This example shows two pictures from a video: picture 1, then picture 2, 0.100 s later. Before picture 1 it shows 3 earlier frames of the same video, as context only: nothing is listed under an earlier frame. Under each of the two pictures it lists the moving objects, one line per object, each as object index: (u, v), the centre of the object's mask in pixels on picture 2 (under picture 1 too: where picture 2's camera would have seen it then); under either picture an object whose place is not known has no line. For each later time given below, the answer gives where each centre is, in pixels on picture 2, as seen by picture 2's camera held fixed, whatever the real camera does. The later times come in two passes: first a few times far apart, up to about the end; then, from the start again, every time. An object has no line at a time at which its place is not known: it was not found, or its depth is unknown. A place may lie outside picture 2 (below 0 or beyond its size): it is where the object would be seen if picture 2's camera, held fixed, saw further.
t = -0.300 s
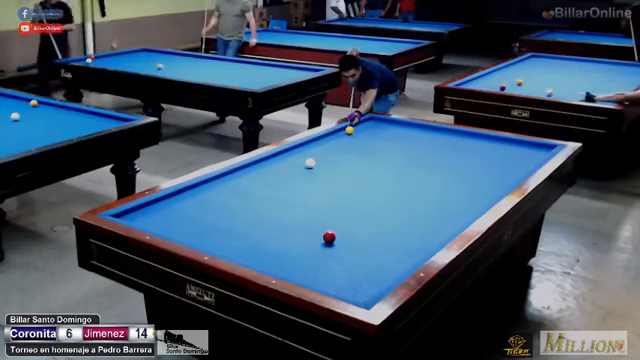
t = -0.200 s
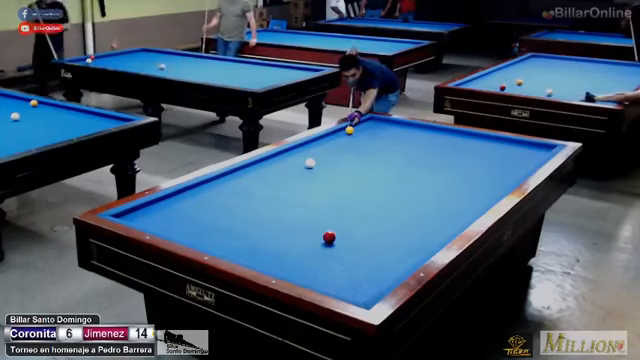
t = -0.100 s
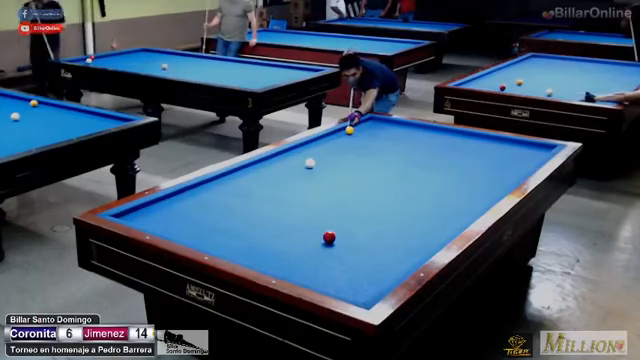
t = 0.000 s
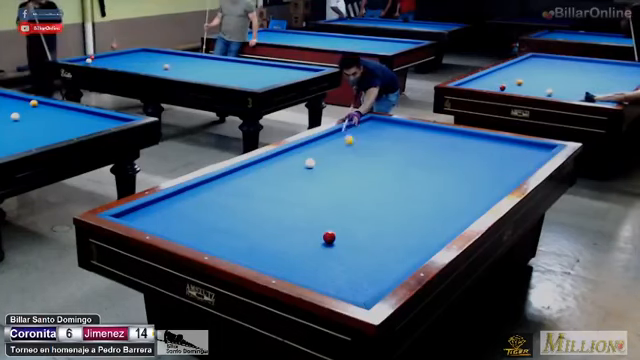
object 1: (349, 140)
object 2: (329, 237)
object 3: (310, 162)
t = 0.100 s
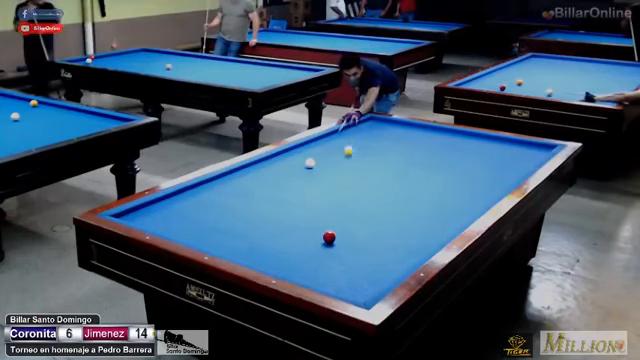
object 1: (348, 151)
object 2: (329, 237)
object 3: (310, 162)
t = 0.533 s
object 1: (341, 213)
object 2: (329, 237)
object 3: (310, 162)
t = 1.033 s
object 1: (311, 279)
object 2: (240, 255)
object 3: (310, 162)
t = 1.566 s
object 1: (262, 216)
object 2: (255, 230)
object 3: (310, 162)
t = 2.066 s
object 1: (233, 178)
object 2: (265, 210)
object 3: (310, 162)
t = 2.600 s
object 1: (299, 167)
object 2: (274, 193)
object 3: (310, 163)
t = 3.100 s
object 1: (365, 168)
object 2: (280, 179)
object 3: (312, 156)
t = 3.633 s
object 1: (434, 171)
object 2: (286, 167)
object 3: (314, 150)
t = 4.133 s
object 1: (497, 174)
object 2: (291, 158)
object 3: (316, 145)
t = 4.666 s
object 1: (499, 168)
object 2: (296, 149)
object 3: (318, 141)
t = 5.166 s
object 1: (480, 161)
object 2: (310, 144)
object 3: (322, 138)
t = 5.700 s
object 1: (462, 154)
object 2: (326, 142)
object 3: (330, 136)
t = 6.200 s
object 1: (449, 149)
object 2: (338, 139)
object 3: (335, 134)
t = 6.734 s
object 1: (436, 144)
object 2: (351, 137)
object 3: (339, 135)
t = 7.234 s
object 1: (425, 140)
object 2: (361, 135)
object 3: (342, 134)
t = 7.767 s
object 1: (416, 136)
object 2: (369, 133)
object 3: (344, 134)
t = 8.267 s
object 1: (410, 133)
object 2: (375, 132)
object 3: (344, 134)
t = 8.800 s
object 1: (404, 131)
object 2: (381, 131)
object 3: (344, 134)
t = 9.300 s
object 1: (400, 129)
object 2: (385, 131)
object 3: (344, 134)
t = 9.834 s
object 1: (397, 127)
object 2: (388, 130)
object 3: (344, 134)
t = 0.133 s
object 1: (348, 155)
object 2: (329, 237)
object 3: (310, 162)
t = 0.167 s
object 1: (347, 158)
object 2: (329, 237)
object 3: (310, 162)
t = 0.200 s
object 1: (347, 162)
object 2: (329, 237)
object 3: (310, 162)
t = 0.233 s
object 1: (346, 167)
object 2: (329, 237)
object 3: (310, 162)
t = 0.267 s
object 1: (346, 171)
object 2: (329, 237)
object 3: (310, 162)
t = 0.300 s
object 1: (345, 175)
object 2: (329, 237)
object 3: (310, 162)
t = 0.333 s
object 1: (345, 180)
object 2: (329, 237)
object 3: (310, 162)
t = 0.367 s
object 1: (344, 185)
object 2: (329, 237)
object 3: (310, 162)
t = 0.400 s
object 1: (344, 190)
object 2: (329, 237)
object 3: (310, 162)
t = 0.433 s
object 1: (343, 195)
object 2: (329, 237)
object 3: (310, 162)
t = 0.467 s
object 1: (343, 201)
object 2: (329, 237)
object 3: (310, 162)
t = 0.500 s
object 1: (342, 206)
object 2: (329, 237)
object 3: (310, 162)
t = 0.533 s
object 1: (341, 213)
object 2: (329, 237)
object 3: (310, 162)
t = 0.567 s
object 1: (341, 219)
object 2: (329, 237)
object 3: (310, 162)
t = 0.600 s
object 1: (341, 226)
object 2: (329, 237)
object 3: (310, 162)
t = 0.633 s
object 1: (341, 233)
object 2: (328, 238)
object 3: (310, 162)
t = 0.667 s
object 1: (346, 239)
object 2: (321, 239)
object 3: (310, 162)
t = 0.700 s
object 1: (355, 245)
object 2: (312, 241)
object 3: (310, 162)
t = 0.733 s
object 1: (364, 251)
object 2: (303, 243)
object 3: (310, 162)
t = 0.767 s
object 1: (371, 257)
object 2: (296, 245)
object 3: (310, 162)
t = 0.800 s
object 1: (379, 263)
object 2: (288, 246)
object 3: (310, 162)
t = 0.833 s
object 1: (387, 270)
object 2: (281, 248)
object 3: (310, 162)
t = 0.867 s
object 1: (384, 274)
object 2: (274, 250)
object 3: (310, 162)
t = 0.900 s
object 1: (369, 275)
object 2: (267, 251)
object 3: (310, 162)
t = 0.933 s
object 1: (353, 277)
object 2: (260, 253)
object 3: (310, 162)
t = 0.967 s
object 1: (339, 278)
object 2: (253, 254)
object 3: (310, 162)
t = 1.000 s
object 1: (325, 279)
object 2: (247, 255)
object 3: (310, 162)
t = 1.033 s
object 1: (311, 279)
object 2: (240, 255)
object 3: (310, 162)
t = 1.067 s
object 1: (304, 275)
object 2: (239, 254)
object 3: (310, 162)
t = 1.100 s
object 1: (301, 270)
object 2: (241, 254)
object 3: (310, 162)
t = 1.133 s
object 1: (297, 265)
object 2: (242, 252)
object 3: (310, 163)
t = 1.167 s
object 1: (294, 260)
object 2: (244, 250)
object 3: (310, 162)
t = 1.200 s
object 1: (292, 256)
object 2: (246, 248)
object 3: (310, 162)
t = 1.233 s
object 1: (289, 251)
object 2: (247, 246)
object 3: (310, 162)
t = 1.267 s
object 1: (286, 247)
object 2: (248, 244)
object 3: (310, 163)
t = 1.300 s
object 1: (283, 243)
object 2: (248, 243)
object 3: (310, 162)
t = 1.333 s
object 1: (280, 240)
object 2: (249, 241)
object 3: (310, 162)
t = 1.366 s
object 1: (277, 236)
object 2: (250, 239)
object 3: (310, 162)
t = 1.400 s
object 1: (275, 232)
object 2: (251, 238)
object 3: (310, 162)
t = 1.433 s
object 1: (273, 230)
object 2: (251, 236)
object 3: (310, 163)
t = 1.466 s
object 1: (270, 226)
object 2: (252, 235)
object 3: (310, 163)
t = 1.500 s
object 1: (267, 223)
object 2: (253, 233)
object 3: (310, 162)
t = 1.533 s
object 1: (265, 219)
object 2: (254, 232)
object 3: (310, 162)
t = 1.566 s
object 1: (262, 216)
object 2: (255, 230)
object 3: (310, 162)
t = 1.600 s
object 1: (260, 213)
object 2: (256, 229)
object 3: (310, 162)
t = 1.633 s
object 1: (258, 211)
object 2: (256, 228)
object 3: (310, 162)
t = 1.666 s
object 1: (256, 208)
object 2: (257, 226)
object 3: (310, 162)
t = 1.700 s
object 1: (254, 205)
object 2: (258, 225)
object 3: (310, 162)
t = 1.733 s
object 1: (251, 202)
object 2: (258, 224)
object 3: (310, 162)
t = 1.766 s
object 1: (249, 200)
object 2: (259, 222)
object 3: (310, 162)
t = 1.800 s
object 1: (248, 197)
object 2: (260, 221)
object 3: (310, 162)
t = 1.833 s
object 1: (246, 195)
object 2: (260, 220)
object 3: (310, 162)
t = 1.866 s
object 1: (244, 192)
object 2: (261, 218)
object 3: (310, 162)
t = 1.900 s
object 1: (242, 190)
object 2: (262, 217)
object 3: (310, 162)
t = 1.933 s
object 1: (240, 187)
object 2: (262, 216)
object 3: (310, 162)
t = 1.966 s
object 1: (238, 185)
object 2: (263, 214)
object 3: (310, 162)
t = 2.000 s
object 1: (237, 182)
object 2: (264, 213)
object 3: (310, 163)
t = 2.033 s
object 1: (235, 181)
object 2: (264, 212)
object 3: (310, 162)
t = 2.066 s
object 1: (233, 178)
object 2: (265, 210)
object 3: (310, 162)
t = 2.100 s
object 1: (231, 176)
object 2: (265, 209)
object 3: (310, 162)
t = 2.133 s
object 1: (229, 174)
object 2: (266, 208)
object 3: (310, 162)
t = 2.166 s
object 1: (232, 173)
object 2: (267, 207)
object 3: (310, 162)
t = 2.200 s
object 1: (238, 172)
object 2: (267, 206)
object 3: (310, 162)
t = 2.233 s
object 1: (245, 172)
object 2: (268, 205)
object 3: (310, 162)
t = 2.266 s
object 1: (250, 172)
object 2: (268, 204)
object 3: (310, 162)
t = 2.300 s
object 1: (255, 171)
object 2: (269, 202)
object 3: (310, 162)
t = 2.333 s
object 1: (260, 171)
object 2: (269, 201)
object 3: (310, 162)
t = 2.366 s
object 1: (266, 170)
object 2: (270, 200)
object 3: (310, 162)
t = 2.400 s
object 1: (271, 170)
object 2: (271, 199)
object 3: (310, 162)
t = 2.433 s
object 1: (276, 169)
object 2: (271, 198)
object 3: (310, 162)
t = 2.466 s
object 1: (279, 168)
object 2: (272, 197)
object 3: (310, 162)
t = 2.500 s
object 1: (284, 168)
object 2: (272, 197)
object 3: (310, 162)
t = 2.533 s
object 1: (289, 168)
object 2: (273, 195)
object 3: (310, 162)
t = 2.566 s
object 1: (294, 168)
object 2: (273, 194)
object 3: (310, 162)
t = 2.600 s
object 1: (299, 167)
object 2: (274, 193)
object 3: (310, 163)
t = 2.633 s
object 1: (304, 166)
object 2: (274, 192)
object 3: (311, 162)
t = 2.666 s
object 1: (308, 166)
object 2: (275, 191)
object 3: (310, 161)
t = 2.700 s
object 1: (312, 166)
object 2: (275, 190)
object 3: (311, 161)
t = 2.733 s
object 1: (317, 166)
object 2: (276, 189)
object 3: (311, 161)
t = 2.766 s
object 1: (322, 167)
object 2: (276, 189)
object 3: (310, 161)
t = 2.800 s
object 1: (327, 167)
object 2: (276, 188)
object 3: (310, 160)
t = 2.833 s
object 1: (331, 167)
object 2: (277, 187)
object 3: (311, 160)
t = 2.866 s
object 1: (334, 168)
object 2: (277, 186)
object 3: (310, 160)
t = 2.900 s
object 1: (339, 167)
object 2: (278, 185)
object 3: (311, 159)
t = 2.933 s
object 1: (343, 168)
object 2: (278, 184)
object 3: (311, 159)
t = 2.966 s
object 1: (347, 168)
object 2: (279, 183)
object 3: (311, 158)
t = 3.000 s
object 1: (351, 168)
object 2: (279, 182)
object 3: (311, 158)
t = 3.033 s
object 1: (356, 168)
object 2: (279, 181)
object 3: (311, 158)
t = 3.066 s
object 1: (360, 168)
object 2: (280, 181)
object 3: (312, 157)
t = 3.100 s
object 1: (365, 168)
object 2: (280, 179)
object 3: (312, 156)
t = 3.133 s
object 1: (369, 169)
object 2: (281, 179)
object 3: (312, 156)
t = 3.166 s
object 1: (373, 169)
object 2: (281, 178)
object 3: (312, 156)
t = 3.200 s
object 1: (378, 169)
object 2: (282, 177)
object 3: (312, 156)
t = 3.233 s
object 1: (382, 169)
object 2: (282, 176)
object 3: (312, 155)
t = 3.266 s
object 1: (387, 169)
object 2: (282, 176)
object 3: (313, 155)
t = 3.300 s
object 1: (391, 170)
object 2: (283, 175)
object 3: (313, 154)
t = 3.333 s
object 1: (395, 169)
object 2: (283, 174)
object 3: (313, 154)
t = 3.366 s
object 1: (399, 170)
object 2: (283, 173)
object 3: (313, 154)
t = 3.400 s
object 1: (404, 170)
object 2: (284, 172)
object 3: (313, 152)
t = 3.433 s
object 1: (408, 170)
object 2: (284, 172)
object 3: (313, 152)
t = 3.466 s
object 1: (412, 170)
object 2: (285, 171)
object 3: (314, 151)
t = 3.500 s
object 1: (417, 171)
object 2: (285, 170)
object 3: (314, 151)
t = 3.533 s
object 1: (421, 171)
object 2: (285, 170)
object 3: (314, 151)
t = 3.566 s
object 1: (426, 171)
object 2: (286, 169)
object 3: (314, 151)
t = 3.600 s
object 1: (430, 171)
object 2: (286, 168)
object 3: (314, 150)
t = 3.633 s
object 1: (434, 171)
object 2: (286, 167)
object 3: (314, 150)
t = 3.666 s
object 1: (439, 171)
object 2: (287, 167)
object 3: (314, 150)
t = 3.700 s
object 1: (442, 171)
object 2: (287, 166)
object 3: (315, 149)
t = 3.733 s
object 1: (446, 171)
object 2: (287, 166)
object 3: (315, 149)
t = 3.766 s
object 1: (451, 172)
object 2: (288, 165)
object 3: (315, 149)
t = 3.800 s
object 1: (455, 172)
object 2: (288, 164)
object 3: (315, 148)
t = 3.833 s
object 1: (459, 172)
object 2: (288, 164)
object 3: (315, 148)
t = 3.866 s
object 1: (464, 172)
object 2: (289, 163)
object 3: (315, 148)
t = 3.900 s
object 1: (468, 173)
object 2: (289, 163)
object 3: (315, 148)
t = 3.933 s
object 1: (472, 173)
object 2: (290, 162)
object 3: (315, 147)
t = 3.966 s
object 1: (476, 173)
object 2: (290, 161)
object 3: (315, 147)
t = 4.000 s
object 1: (481, 173)
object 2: (290, 160)
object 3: (315, 147)
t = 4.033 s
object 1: (485, 173)
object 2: (290, 160)
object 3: (316, 146)
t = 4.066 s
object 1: (489, 173)
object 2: (291, 159)
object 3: (316, 145)
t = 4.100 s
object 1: (493, 174)
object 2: (291, 158)
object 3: (316, 145)
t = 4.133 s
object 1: (497, 174)
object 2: (291, 158)
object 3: (316, 145)
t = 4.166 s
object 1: (502, 174)
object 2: (292, 157)
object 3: (316, 145)
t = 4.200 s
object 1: (506, 174)
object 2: (292, 157)
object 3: (316, 144)
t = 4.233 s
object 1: (510, 174)
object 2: (292, 156)
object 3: (317, 144)
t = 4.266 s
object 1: (514, 174)
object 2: (292, 156)
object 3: (317, 144)
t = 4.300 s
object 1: (515, 174)
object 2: (292, 155)
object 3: (317, 144)
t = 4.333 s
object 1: (514, 174)
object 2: (293, 155)
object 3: (317, 143)
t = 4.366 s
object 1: (512, 173)
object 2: (293, 154)
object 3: (317, 143)
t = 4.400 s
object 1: (510, 172)
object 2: (293, 153)
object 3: (317, 143)
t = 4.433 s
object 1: (508, 171)
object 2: (294, 153)
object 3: (317, 142)
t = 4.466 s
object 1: (507, 171)
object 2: (294, 152)
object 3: (317, 142)
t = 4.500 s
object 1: (506, 170)
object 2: (295, 151)
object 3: (317, 142)
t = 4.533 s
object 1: (504, 170)
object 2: (295, 151)
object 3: (317, 142)
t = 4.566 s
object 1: (503, 169)
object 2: (295, 150)
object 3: (317, 141)
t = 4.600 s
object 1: (501, 169)
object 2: (295, 149)
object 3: (318, 141)
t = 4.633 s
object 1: (500, 168)
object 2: (296, 149)
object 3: (317, 141)
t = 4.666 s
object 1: (499, 168)
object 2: (296, 149)
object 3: (318, 141)
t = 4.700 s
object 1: (497, 167)
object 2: (296, 148)
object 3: (318, 140)
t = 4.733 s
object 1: (496, 167)
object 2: (296, 148)
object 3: (318, 140)
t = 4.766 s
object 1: (495, 166)
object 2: (296, 148)
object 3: (318, 140)
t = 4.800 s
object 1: (493, 166)
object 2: (297, 147)
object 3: (318, 140)
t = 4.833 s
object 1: (492, 165)
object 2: (299, 147)
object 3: (318, 140)
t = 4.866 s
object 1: (491, 165)
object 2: (300, 147)
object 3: (318, 139)
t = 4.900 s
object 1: (489, 165)
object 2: (301, 146)
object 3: (318, 139)
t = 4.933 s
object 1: (488, 164)
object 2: (302, 146)
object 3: (319, 139)
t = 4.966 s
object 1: (487, 164)
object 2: (303, 146)
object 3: (319, 139)
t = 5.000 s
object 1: (486, 163)
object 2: (304, 146)
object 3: (319, 138)
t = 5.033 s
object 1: (485, 163)
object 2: (305, 145)
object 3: (320, 138)
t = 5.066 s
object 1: (484, 162)
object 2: (307, 145)
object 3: (320, 138)
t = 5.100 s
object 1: (482, 162)
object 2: (307, 145)
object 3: (321, 138)
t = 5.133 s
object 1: (481, 161)
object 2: (309, 144)
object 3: (321, 138)
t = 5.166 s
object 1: (480, 161)
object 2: (310, 144)
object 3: (322, 138)
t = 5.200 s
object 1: (478, 160)
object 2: (310, 144)
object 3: (322, 138)
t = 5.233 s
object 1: (477, 160)
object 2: (312, 144)
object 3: (323, 138)
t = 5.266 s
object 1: (476, 159)
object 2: (313, 144)
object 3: (323, 138)
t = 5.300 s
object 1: (475, 159)
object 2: (314, 143)
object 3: (324, 137)
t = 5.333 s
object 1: (474, 158)
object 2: (315, 143)
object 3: (324, 137)
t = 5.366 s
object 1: (473, 158)
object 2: (316, 143)
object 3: (325, 137)
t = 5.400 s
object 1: (471, 158)
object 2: (317, 143)
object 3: (325, 137)
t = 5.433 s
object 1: (470, 157)
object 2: (318, 143)
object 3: (326, 137)
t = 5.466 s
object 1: (469, 157)
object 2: (319, 143)
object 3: (326, 137)
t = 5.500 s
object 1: (469, 156)
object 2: (320, 143)
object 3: (327, 137)
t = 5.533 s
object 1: (468, 156)
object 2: (321, 142)
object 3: (327, 137)
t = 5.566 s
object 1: (466, 155)
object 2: (321, 142)
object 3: (328, 137)
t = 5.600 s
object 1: (465, 155)
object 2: (323, 142)
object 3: (329, 136)
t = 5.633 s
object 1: (464, 155)
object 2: (324, 142)
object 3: (329, 136)
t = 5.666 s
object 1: (463, 154)
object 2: (325, 142)
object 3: (329, 136)
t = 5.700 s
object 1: (462, 154)
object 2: (326, 142)
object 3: (330, 136)
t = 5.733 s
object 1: (462, 153)
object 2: (327, 142)
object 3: (330, 136)
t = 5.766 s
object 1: (460, 153)
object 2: (328, 141)
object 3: (331, 136)
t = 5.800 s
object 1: (459, 153)
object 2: (328, 141)
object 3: (331, 135)
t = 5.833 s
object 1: (458, 152)
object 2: (329, 141)
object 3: (331, 135)
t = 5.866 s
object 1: (457, 152)
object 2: (331, 141)
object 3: (332, 135)
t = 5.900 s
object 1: (456, 152)
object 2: (332, 141)
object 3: (332, 135)
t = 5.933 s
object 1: (456, 151)
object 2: (333, 140)
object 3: (332, 135)
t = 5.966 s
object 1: (455, 151)
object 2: (333, 140)
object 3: (333, 135)
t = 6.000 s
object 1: (454, 151)
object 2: (334, 140)
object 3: (333, 135)
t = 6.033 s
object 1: (453, 150)
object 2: (335, 140)
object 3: (333, 135)
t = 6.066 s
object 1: (452, 150)
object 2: (336, 140)
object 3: (333, 135)
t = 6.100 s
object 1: (451, 150)
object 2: (336, 140)
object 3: (334, 134)
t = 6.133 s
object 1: (451, 149)
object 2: (337, 140)
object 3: (334, 134)
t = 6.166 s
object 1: (449, 149)
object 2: (338, 139)
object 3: (334, 135)
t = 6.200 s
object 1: (449, 149)
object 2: (338, 139)
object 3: (335, 134)
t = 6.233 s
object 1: (448, 148)
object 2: (339, 139)
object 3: (335, 135)
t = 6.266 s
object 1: (447, 148)
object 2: (340, 139)
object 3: (335, 135)
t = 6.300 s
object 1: (446, 148)
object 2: (341, 139)
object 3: (335, 135)
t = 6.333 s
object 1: (445, 147)
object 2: (343, 139)
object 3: (336, 135)
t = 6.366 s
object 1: (445, 147)
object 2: (343, 139)
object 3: (336, 135)
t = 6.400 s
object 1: (444, 147)
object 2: (344, 139)
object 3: (337, 135)
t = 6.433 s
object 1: (443, 146)
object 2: (345, 139)
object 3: (337, 135)
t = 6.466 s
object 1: (442, 146)
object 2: (346, 138)
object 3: (337, 135)
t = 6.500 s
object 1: (441, 146)
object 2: (346, 138)
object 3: (338, 135)
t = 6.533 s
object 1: (440, 145)
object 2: (347, 138)
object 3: (338, 135)
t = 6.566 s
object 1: (440, 145)
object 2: (348, 138)
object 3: (338, 135)
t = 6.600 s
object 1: (439, 145)
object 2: (349, 138)
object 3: (339, 135)
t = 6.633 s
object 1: (438, 145)
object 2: (349, 137)
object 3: (339, 135)
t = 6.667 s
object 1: (437, 144)
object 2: (350, 137)
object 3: (339, 135)
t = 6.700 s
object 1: (437, 144)
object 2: (350, 137)
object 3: (339, 135)
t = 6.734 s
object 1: (436, 144)
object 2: (351, 137)
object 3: (339, 135)
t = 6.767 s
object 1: (435, 143)
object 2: (352, 137)
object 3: (340, 134)
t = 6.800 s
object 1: (434, 143)
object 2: (352, 137)
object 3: (340, 134)
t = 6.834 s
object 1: (433, 142)
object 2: (353, 136)
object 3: (340, 134)
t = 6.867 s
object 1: (433, 142)
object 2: (353, 136)
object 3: (340, 134)
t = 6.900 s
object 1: (432, 142)
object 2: (354, 136)
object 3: (341, 134)
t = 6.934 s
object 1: (432, 142)
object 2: (355, 136)
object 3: (341, 134)
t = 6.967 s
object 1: (431, 141)
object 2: (356, 136)
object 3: (341, 134)
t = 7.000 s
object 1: (430, 141)
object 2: (356, 136)
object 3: (341, 134)
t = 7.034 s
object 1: (429, 141)
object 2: (357, 136)
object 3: (341, 134)
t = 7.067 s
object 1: (429, 141)
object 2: (357, 136)
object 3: (341, 134)
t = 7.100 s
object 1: (428, 141)
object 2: (358, 136)
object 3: (342, 134)
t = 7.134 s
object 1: (427, 140)
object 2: (359, 135)
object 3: (342, 134)
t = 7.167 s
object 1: (427, 140)
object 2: (359, 135)
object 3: (342, 134)
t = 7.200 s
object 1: (426, 140)
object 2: (360, 135)
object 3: (342, 134)
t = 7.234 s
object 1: (425, 140)
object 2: (361, 135)
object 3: (342, 134)
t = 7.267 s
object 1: (425, 140)
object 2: (361, 135)
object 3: (342, 134)
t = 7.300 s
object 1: (424, 140)
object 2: (362, 134)
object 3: (343, 134)
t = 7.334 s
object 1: (424, 139)
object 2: (362, 135)
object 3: (343, 134)
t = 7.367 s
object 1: (423, 139)
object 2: (363, 134)
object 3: (343, 134)
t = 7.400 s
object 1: (423, 139)
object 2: (364, 134)
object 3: (343, 134)
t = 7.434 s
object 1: (422, 139)
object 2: (364, 134)
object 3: (343, 134)
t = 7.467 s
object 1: (421, 139)
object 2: (365, 134)
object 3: (343, 134)
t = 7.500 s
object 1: (421, 138)
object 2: (365, 134)
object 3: (343, 134)
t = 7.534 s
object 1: (420, 138)
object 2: (366, 134)
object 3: (343, 134)
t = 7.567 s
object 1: (419, 138)
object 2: (366, 134)
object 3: (343, 134)
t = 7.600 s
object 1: (419, 137)
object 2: (367, 134)
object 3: (343, 134)
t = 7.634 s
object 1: (419, 137)
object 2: (367, 134)
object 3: (344, 134)
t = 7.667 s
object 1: (418, 137)
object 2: (368, 134)
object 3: (344, 134)
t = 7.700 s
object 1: (418, 137)
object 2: (368, 134)
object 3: (344, 134)
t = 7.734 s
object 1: (417, 136)
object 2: (369, 133)
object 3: (344, 134)
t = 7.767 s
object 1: (416, 136)
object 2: (369, 133)
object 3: (344, 134)
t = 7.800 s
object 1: (416, 136)
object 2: (370, 133)
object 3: (344, 134)
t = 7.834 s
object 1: (415, 136)
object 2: (370, 133)
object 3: (344, 134)
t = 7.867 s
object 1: (415, 136)
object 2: (370, 133)
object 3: (344, 134)
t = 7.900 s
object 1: (414, 136)
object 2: (371, 133)
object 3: (344, 134)
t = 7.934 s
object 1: (414, 135)
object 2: (371, 133)
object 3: (344, 134)
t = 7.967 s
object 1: (414, 135)
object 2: (371, 133)
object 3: (344, 134)
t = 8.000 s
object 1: (413, 135)
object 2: (372, 133)
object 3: (344, 134)
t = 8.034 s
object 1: (413, 135)
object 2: (372, 133)
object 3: (344, 134)
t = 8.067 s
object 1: (412, 134)
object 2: (373, 132)
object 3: (344, 134)
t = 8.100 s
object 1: (412, 134)
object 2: (373, 132)
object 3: (344, 134)
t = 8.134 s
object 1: (411, 134)
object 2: (374, 132)
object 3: (344, 134)
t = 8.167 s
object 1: (411, 134)
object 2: (374, 132)
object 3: (344, 134)
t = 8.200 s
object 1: (410, 134)
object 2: (375, 132)
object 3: (344, 134)
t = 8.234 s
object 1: (410, 134)
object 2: (375, 132)
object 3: (344, 134)
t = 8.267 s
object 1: (410, 133)
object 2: (375, 132)
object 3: (344, 134)
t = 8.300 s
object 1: (409, 133)
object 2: (376, 132)
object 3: (344, 134)
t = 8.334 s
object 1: (408, 133)
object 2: (377, 132)
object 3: (344, 134)
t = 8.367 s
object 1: (408, 133)
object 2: (377, 132)
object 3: (344, 134)
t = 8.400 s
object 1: (408, 133)
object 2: (377, 132)
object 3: (344, 134)
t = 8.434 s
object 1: (408, 133)
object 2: (378, 132)
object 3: (344, 134)
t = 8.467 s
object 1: (407, 133)
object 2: (378, 132)
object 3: (344, 134)
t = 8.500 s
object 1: (407, 132)
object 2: (378, 132)
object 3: (344, 134)
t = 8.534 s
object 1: (406, 132)
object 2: (378, 132)
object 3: (344, 134)
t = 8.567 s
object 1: (406, 132)
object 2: (379, 132)
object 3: (344, 134)
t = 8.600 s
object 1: (406, 132)
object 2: (379, 132)
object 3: (344, 134)
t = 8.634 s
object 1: (405, 132)
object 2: (379, 132)
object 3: (344, 134)
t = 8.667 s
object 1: (405, 131)
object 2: (380, 131)
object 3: (344, 134)
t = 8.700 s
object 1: (405, 131)
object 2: (380, 131)
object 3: (344, 134)
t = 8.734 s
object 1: (404, 131)
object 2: (381, 131)
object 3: (344, 134)
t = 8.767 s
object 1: (404, 131)
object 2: (381, 131)
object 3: (344, 134)
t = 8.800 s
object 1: (404, 131)
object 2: (381, 131)
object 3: (344, 134)
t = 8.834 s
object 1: (403, 131)
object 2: (381, 131)
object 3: (344, 134)
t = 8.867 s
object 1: (403, 130)
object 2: (382, 131)
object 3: (344, 134)
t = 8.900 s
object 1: (403, 131)
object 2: (382, 131)
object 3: (344, 134)
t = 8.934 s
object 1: (403, 130)
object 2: (382, 131)
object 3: (344, 134)
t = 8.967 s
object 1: (403, 130)
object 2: (382, 131)
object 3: (344, 134)
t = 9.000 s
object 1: (402, 130)
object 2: (383, 131)
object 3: (344, 134)
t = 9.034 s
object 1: (402, 130)
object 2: (383, 131)
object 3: (344, 134)
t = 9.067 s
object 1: (402, 130)
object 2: (384, 131)
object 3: (344, 134)
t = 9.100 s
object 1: (401, 130)
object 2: (384, 131)
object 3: (344, 134)
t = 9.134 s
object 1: (401, 129)
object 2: (384, 131)
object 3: (344, 134)
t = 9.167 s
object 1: (401, 129)
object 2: (384, 131)
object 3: (344, 134)
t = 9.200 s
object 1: (400, 129)
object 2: (385, 131)
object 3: (344, 134)
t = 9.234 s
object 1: (400, 129)
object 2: (385, 131)
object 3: (344, 134)
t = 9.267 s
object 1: (400, 129)
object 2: (385, 131)
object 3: (344, 134)
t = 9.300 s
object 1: (400, 129)
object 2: (385, 131)
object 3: (344, 134)
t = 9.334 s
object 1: (400, 129)
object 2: (385, 131)
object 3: (344, 134)
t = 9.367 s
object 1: (399, 129)
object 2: (385, 131)
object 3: (344, 134)
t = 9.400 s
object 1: (400, 129)
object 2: (386, 131)
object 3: (344, 134)
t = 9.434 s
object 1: (399, 129)
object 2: (386, 130)
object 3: (344, 134)
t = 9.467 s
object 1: (399, 128)
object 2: (386, 130)
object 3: (344, 134)
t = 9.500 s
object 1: (399, 128)
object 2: (386, 130)
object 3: (344, 134)
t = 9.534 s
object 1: (399, 128)
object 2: (387, 130)
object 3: (344, 134)
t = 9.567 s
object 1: (398, 128)
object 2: (387, 130)
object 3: (344, 134)
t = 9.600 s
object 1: (398, 128)
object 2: (387, 130)
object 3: (344, 134)
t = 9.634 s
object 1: (399, 128)
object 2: (387, 130)
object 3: (344, 134)
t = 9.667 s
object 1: (399, 128)
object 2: (387, 130)
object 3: (344, 134)
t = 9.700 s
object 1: (398, 127)
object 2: (387, 130)
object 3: (344, 134)
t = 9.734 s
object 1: (398, 127)
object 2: (387, 130)
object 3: (344, 134)
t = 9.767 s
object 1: (398, 127)
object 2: (388, 130)
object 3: (344, 134)
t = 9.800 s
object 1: (398, 127)
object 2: (388, 130)
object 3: (344, 134)
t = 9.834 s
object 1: (397, 127)
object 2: (388, 130)
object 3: (344, 134)
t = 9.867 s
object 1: (397, 127)
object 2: (388, 130)
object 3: (344, 134)
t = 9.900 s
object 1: (397, 127)
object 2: (388, 130)
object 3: (344, 134)
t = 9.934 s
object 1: (397, 127)
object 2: (388, 130)
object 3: (344, 134)
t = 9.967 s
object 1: (397, 127)
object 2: (388, 130)
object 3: (344, 134)
